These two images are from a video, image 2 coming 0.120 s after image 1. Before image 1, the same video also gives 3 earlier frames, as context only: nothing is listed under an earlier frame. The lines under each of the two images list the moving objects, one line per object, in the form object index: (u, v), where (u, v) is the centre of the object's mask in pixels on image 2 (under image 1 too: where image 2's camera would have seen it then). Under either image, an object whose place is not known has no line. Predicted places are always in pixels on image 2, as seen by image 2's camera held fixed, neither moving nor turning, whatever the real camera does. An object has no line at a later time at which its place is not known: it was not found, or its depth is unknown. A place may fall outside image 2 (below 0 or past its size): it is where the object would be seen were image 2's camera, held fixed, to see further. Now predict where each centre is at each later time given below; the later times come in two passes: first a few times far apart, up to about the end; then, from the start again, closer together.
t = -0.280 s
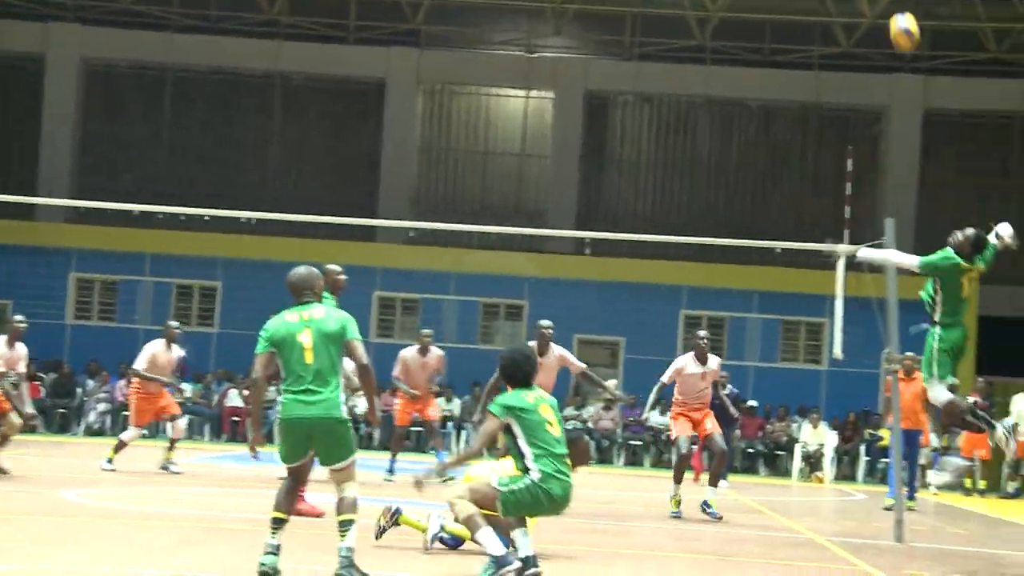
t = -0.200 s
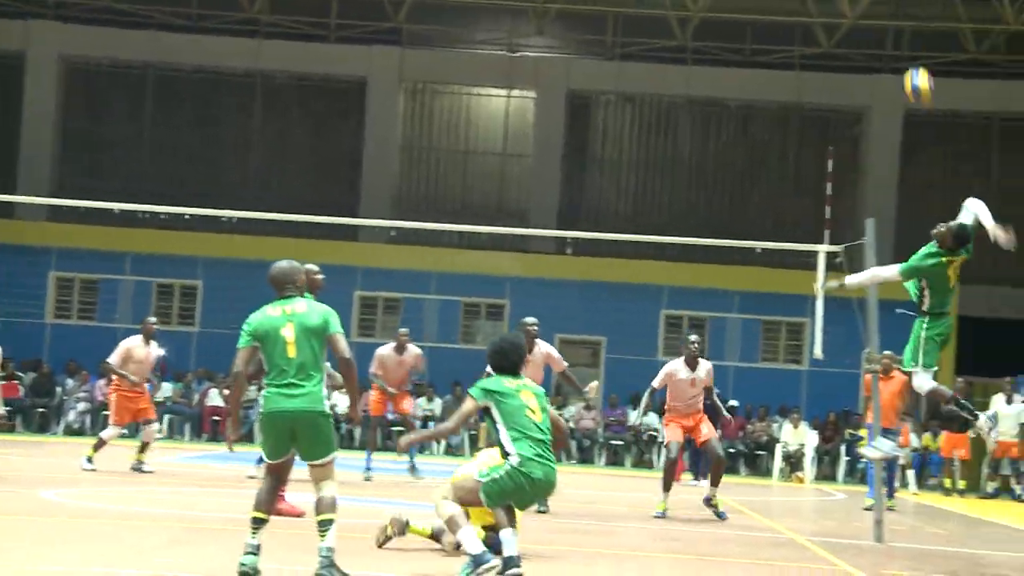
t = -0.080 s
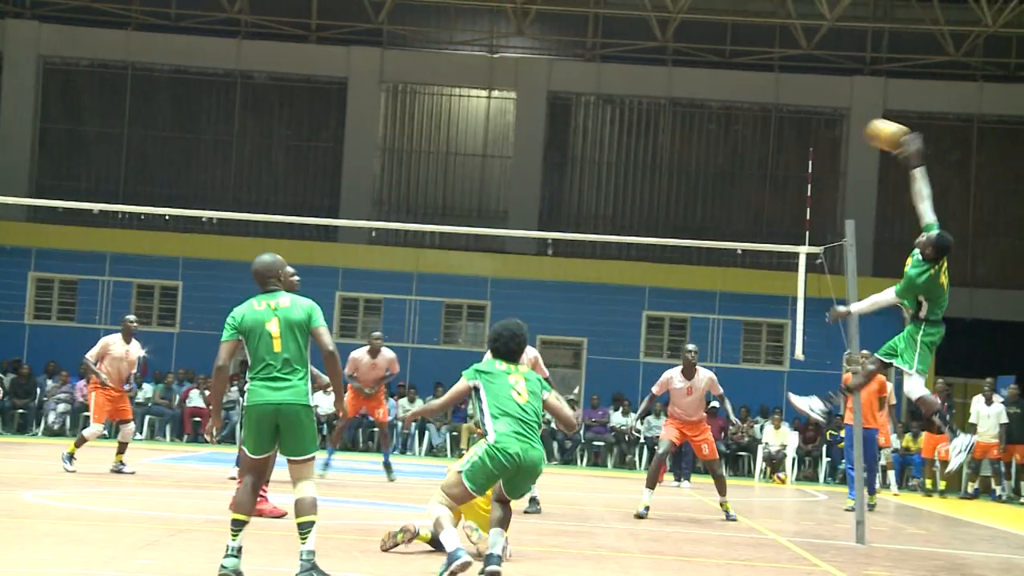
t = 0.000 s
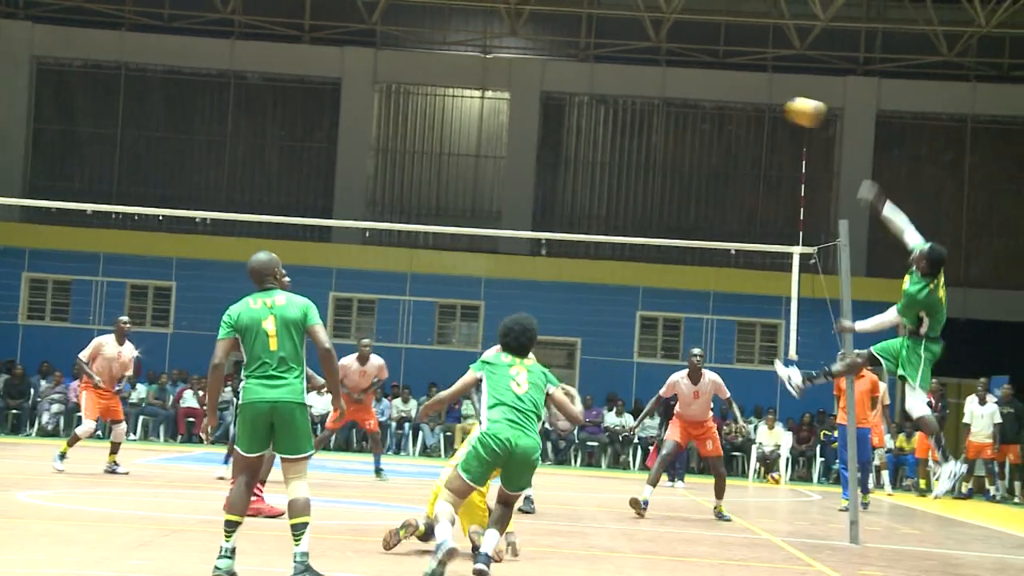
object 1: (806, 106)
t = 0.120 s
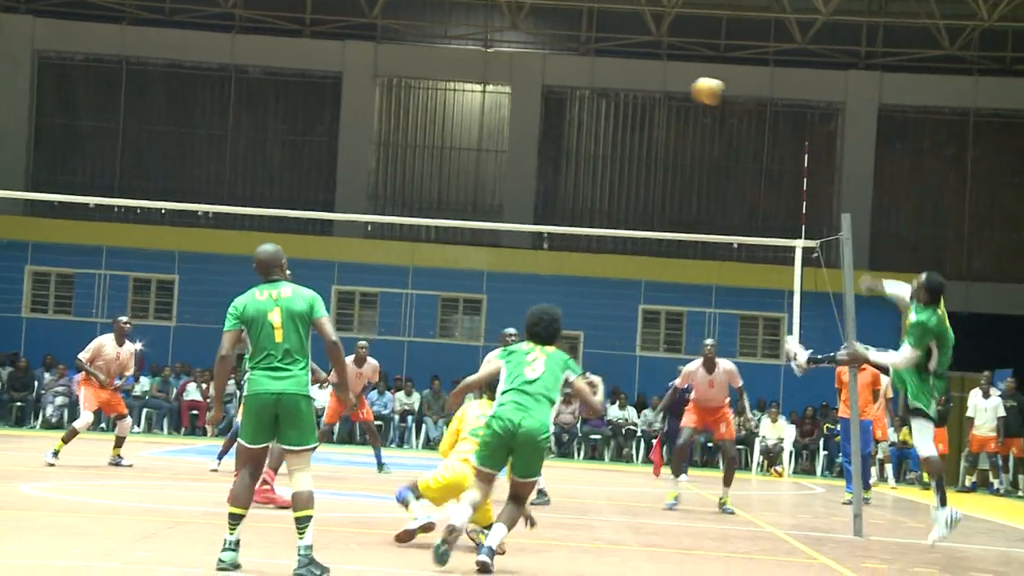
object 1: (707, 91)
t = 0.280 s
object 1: (596, 102)
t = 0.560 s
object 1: (445, 182)
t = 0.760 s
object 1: (360, 275)
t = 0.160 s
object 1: (678, 91)
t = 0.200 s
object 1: (649, 92)
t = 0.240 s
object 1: (622, 96)
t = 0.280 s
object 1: (596, 102)
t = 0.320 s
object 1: (572, 108)
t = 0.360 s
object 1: (548, 117)
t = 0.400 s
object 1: (525, 128)
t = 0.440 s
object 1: (504, 138)
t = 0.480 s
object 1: (484, 152)
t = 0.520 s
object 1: (463, 167)
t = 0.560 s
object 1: (445, 182)
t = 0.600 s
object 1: (426, 200)
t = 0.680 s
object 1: (392, 234)
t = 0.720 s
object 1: (376, 255)
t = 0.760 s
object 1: (360, 275)
